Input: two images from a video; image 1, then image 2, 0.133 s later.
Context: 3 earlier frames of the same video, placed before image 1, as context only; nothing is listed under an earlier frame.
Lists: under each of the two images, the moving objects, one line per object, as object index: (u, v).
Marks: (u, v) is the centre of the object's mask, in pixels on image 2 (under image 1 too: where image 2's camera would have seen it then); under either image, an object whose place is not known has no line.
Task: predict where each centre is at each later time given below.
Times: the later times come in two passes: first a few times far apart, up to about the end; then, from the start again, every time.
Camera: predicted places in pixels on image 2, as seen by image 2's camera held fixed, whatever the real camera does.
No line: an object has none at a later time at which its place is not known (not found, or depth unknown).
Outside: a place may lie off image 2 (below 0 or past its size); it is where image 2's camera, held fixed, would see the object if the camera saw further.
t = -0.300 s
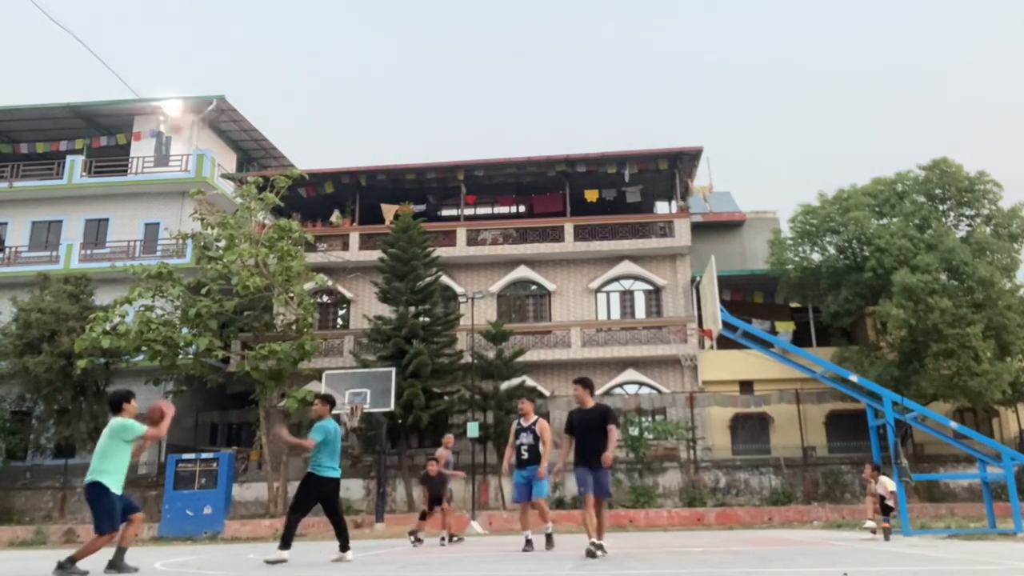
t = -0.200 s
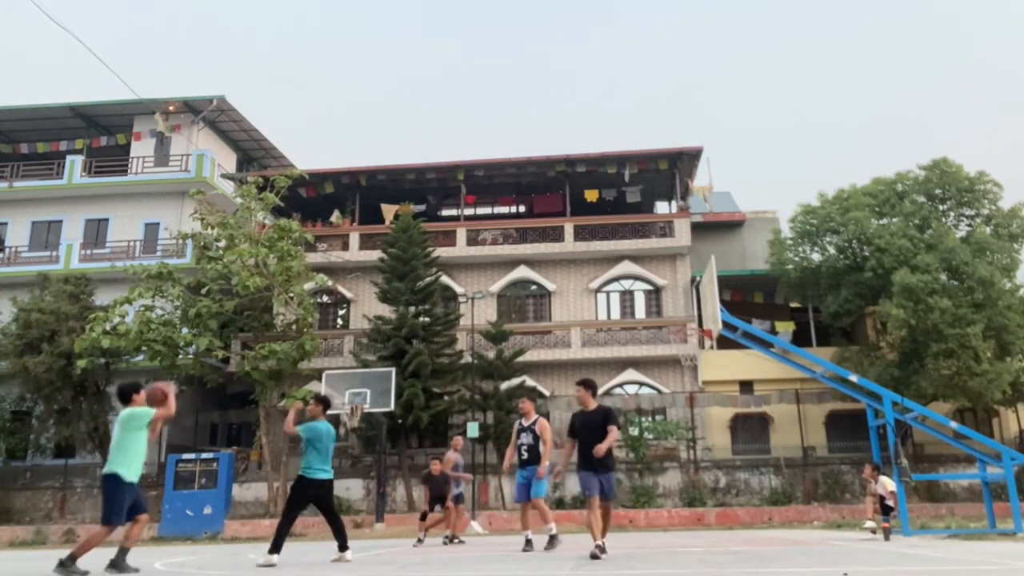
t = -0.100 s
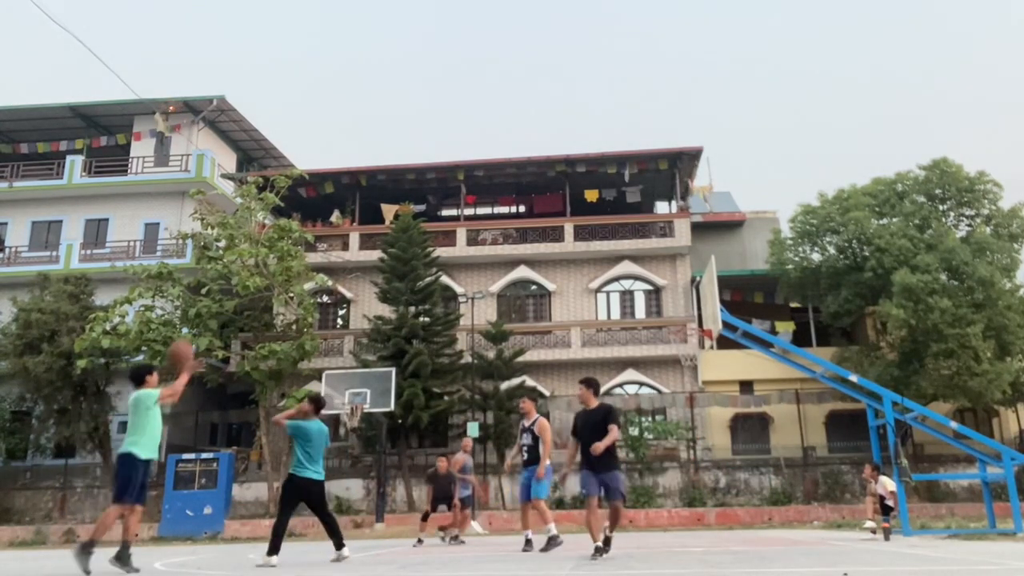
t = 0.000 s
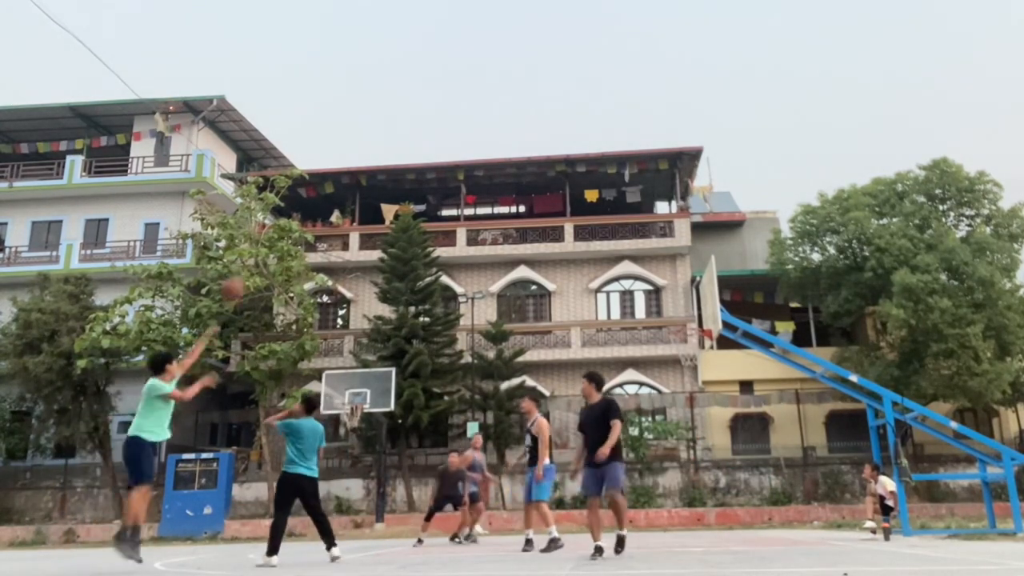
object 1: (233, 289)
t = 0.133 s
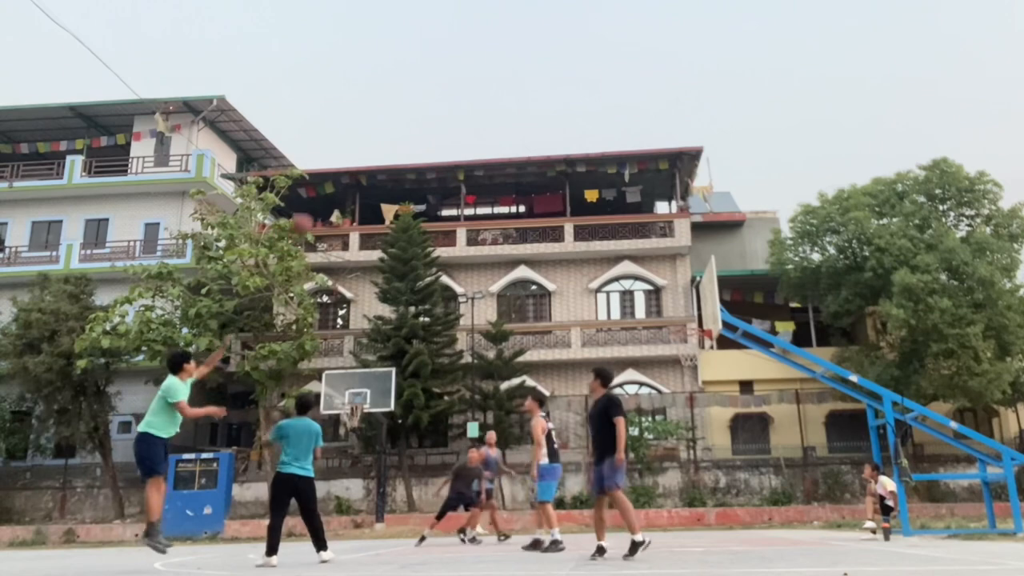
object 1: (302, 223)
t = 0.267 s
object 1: (358, 183)
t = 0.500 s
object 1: (443, 151)
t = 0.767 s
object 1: (528, 162)
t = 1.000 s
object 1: (588, 208)
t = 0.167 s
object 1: (316, 212)
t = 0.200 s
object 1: (330, 202)
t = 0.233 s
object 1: (344, 193)
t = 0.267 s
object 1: (358, 183)
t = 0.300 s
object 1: (371, 177)
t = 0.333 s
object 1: (384, 171)
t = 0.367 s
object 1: (397, 164)
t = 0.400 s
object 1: (409, 159)
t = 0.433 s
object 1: (420, 156)
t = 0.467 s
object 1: (432, 153)
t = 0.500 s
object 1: (443, 151)
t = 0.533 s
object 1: (453, 150)
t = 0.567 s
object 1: (464, 150)
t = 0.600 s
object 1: (475, 150)
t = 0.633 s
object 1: (485, 151)
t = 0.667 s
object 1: (495, 153)
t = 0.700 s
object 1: (505, 156)
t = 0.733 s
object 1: (516, 159)
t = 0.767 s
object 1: (528, 162)
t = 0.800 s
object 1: (535, 167)
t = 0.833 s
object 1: (544, 172)
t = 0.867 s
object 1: (553, 178)
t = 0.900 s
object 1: (562, 185)
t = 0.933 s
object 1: (571, 191)
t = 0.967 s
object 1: (579, 200)
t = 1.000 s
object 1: (588, 208)
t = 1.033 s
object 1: (597, 215)
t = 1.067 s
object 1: (606, 226)
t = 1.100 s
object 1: (614, 235)
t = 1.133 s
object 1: (622, 248)
